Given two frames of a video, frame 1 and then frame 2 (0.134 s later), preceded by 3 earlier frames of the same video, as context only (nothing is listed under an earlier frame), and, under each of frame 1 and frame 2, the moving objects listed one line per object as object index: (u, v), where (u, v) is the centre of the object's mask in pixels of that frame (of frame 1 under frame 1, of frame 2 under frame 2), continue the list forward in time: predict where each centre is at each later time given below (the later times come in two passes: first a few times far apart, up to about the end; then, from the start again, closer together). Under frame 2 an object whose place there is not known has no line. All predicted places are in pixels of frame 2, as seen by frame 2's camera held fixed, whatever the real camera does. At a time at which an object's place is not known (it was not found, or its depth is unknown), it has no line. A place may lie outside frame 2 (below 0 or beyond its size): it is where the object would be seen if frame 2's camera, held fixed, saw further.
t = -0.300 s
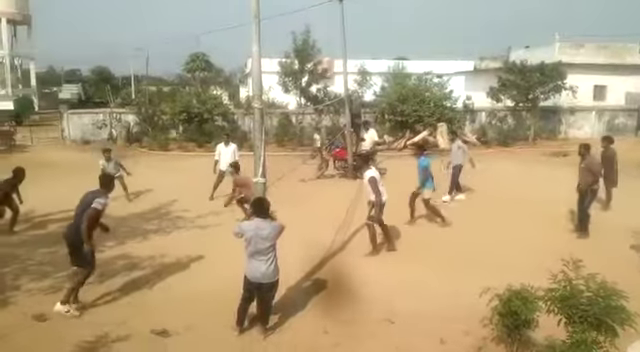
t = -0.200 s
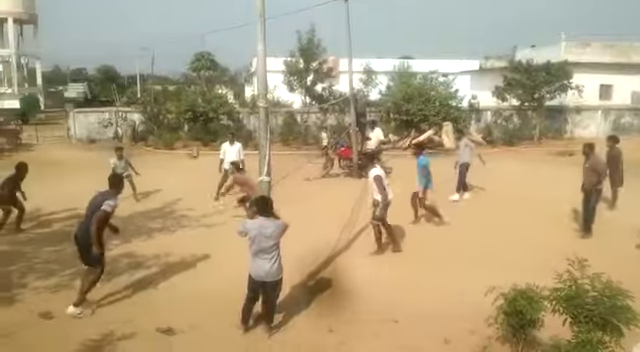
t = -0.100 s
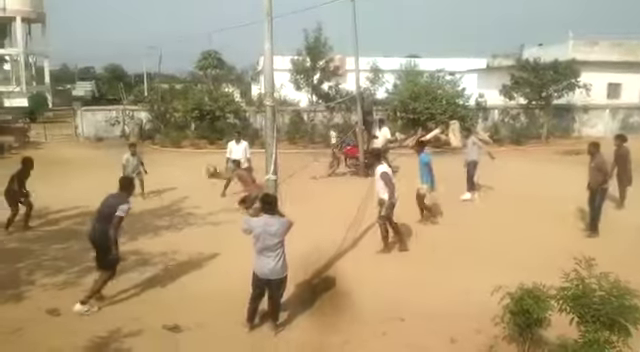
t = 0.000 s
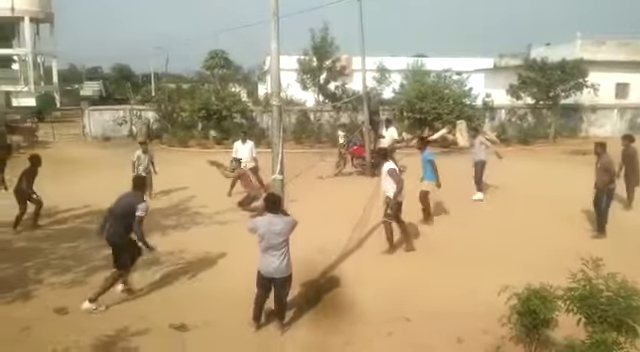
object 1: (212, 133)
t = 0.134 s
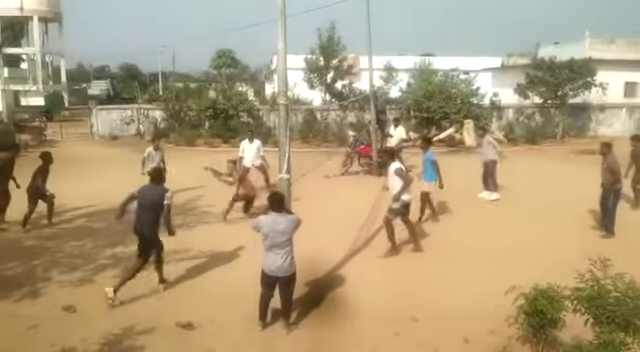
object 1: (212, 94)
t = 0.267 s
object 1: (206, 61)
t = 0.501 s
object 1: (193, 22)
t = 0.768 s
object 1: (177, 10)
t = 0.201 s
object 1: (209, 78)
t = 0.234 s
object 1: (207, 67)
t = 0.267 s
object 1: (206, 61)
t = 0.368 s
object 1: (202, 41)
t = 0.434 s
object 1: (198, 31)
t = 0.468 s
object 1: (195, 25)
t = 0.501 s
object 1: (193, 22)
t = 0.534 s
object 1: (192, 17)
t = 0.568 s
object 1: (190, 13)
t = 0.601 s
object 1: (187, 12)
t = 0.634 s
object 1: (186, 10)
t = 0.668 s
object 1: (185, 9)
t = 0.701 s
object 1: (182, 9)
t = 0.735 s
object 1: (180, 9)
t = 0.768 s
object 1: (177, 10)
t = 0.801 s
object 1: (174, 11)
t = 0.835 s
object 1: (173, 16)
